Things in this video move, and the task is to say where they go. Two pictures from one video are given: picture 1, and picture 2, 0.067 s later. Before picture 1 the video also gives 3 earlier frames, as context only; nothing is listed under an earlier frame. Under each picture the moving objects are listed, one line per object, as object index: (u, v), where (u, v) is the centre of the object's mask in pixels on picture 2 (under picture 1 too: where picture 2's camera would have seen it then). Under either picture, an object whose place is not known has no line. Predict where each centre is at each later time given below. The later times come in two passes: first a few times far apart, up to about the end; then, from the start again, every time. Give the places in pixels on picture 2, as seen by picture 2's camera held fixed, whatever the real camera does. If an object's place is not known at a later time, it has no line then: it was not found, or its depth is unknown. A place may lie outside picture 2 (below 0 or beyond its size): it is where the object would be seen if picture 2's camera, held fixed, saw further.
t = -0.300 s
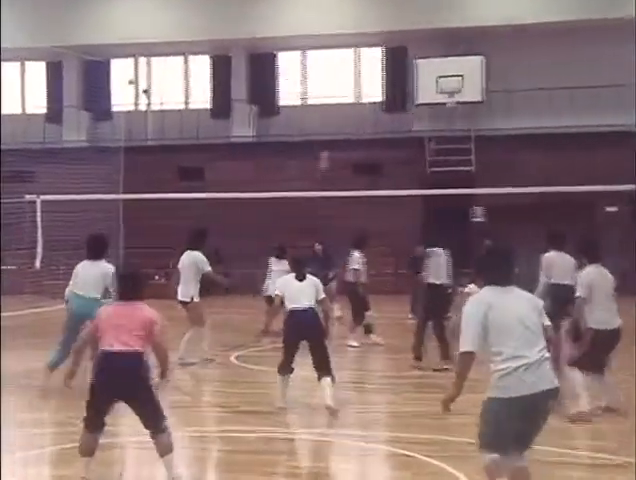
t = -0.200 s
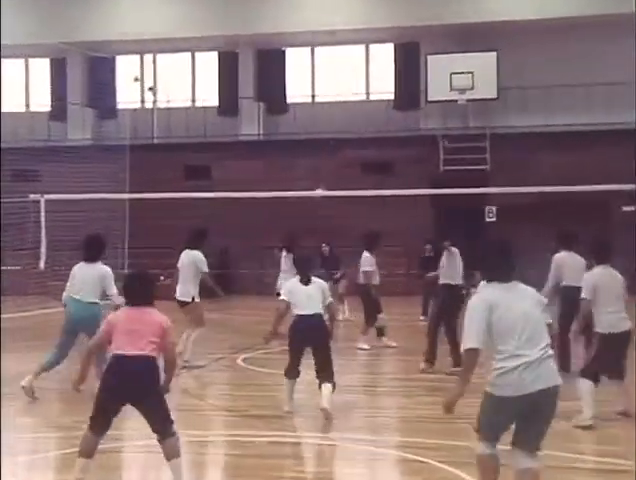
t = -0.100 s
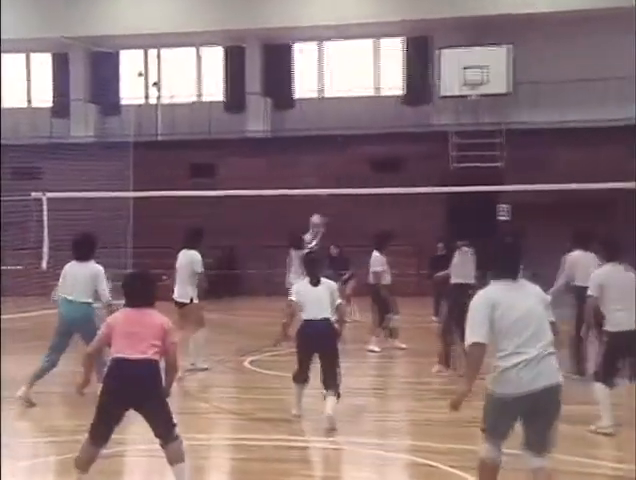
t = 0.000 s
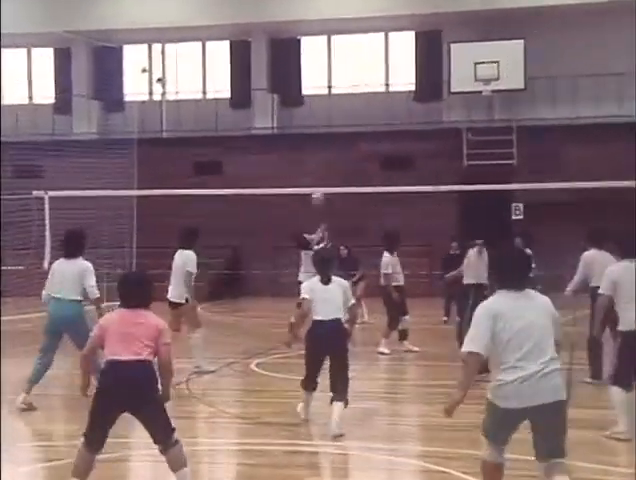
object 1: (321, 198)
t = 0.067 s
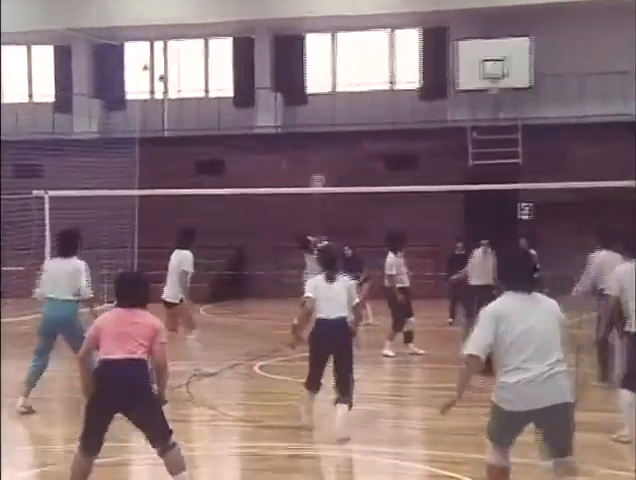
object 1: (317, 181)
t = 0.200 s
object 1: (306, 164)
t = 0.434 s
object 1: (284, 164)
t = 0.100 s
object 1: (316, 180)
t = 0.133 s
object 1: (311, 174)
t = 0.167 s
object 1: (307, 166)
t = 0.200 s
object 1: (306, 164)
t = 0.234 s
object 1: (303, 161)
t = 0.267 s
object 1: (301, 161)
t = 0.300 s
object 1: (297, 159)
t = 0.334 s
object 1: (293, 158)
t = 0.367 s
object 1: (291, 160)
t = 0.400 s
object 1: (287, 163)
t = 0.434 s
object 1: (284, 164)
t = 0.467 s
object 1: (279, 170)
